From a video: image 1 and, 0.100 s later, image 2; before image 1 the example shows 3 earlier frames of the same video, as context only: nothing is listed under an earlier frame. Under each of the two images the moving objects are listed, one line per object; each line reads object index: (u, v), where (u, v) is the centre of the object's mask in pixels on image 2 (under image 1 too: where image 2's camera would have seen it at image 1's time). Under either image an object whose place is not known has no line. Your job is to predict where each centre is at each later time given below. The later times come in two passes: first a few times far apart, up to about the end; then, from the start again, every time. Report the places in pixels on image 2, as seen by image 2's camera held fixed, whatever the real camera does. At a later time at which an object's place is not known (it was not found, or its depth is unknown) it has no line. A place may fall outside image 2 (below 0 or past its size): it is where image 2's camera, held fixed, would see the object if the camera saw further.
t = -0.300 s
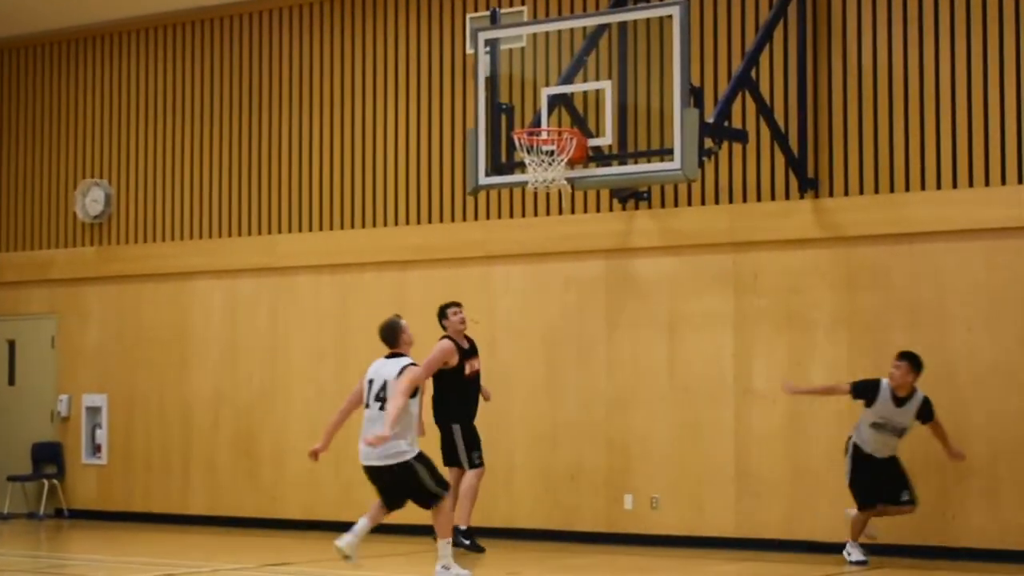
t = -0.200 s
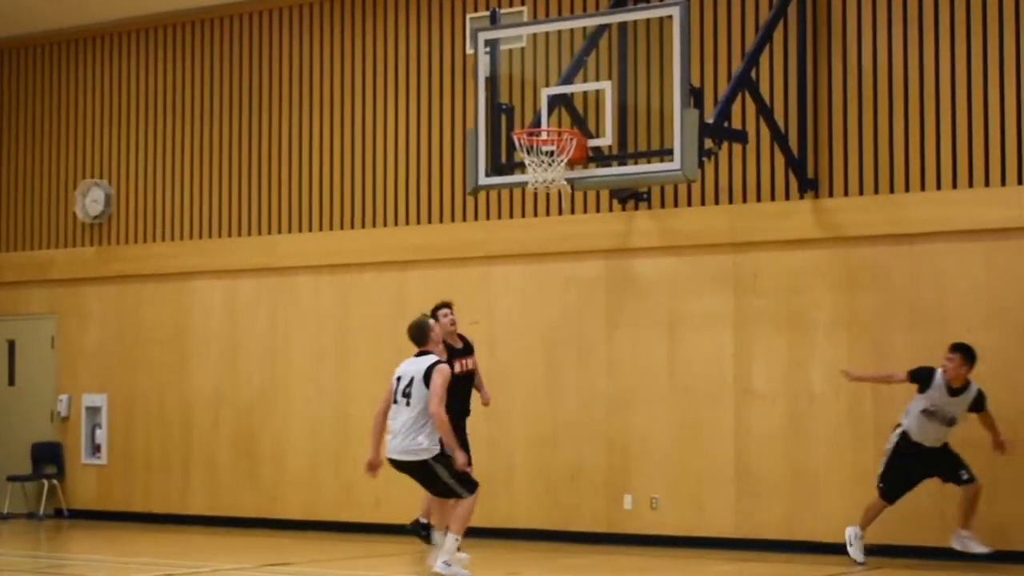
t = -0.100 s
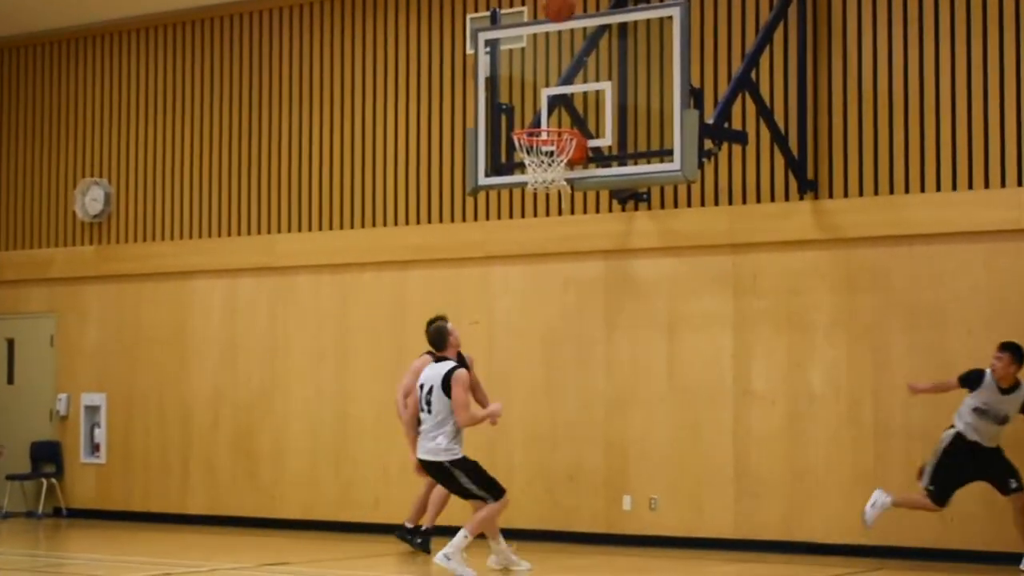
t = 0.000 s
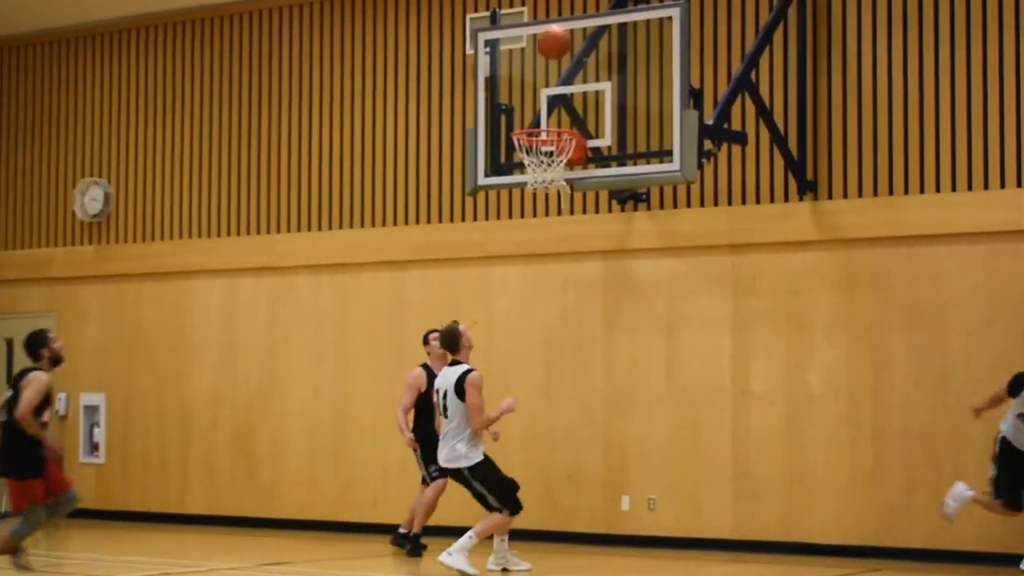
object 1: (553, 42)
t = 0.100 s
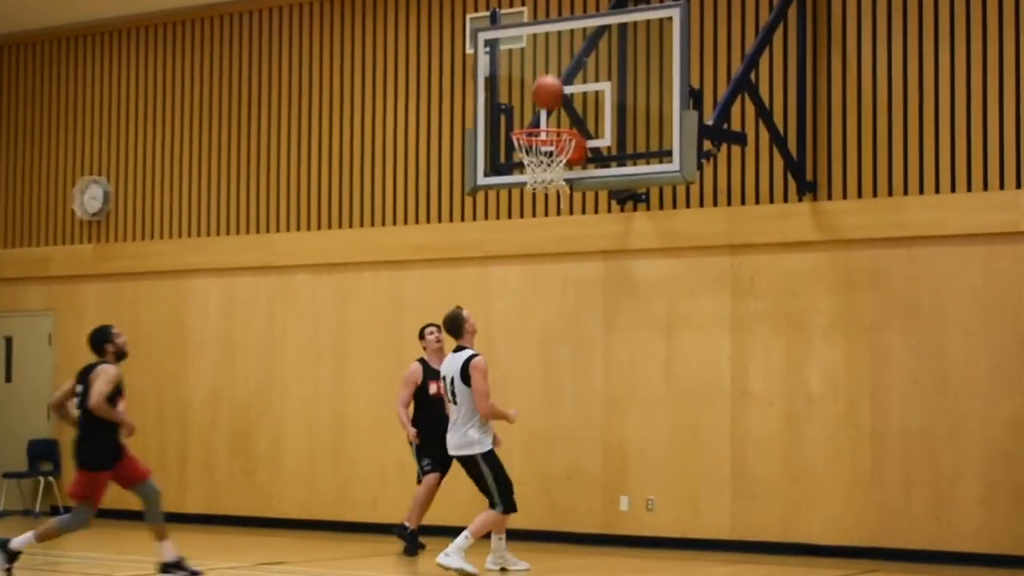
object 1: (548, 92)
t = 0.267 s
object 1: (542, 195)
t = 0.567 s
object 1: (550, 398)
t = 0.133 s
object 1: (546, 112)
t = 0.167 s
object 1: (543, 128)
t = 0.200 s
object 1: (541, 150)
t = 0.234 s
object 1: (542, 177)
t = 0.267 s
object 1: (542, 195)
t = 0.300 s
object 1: (543, 212)
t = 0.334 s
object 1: (544, 230)
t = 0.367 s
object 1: (544, 249)
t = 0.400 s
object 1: (546, 269)
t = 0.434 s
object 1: (546, 292)
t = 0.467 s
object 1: (547, 317)
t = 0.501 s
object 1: (548, 342)
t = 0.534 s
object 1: (549, 369)
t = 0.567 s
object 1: (550, 398)
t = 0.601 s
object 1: (551, 430)
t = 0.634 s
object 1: (552, 463)
